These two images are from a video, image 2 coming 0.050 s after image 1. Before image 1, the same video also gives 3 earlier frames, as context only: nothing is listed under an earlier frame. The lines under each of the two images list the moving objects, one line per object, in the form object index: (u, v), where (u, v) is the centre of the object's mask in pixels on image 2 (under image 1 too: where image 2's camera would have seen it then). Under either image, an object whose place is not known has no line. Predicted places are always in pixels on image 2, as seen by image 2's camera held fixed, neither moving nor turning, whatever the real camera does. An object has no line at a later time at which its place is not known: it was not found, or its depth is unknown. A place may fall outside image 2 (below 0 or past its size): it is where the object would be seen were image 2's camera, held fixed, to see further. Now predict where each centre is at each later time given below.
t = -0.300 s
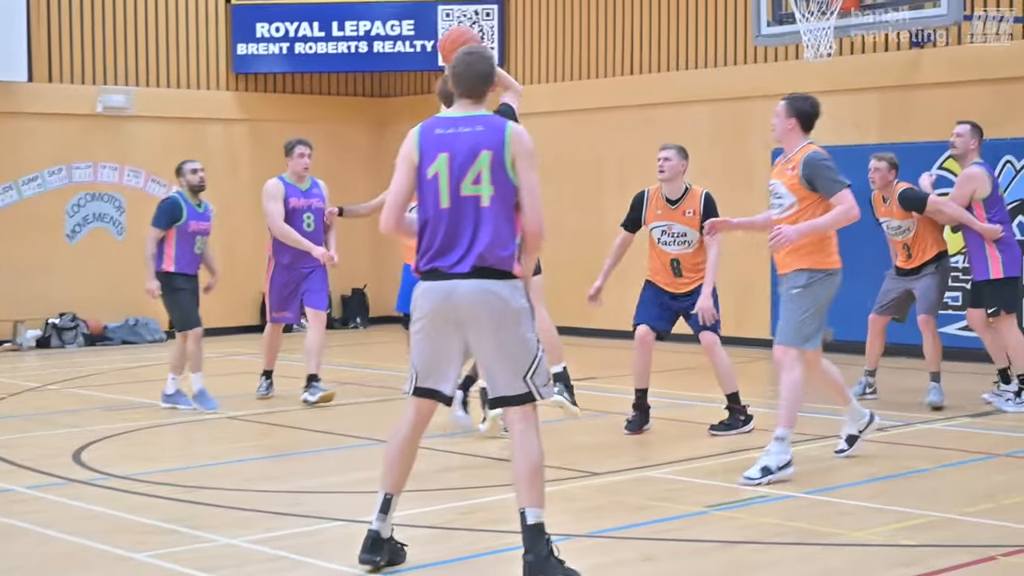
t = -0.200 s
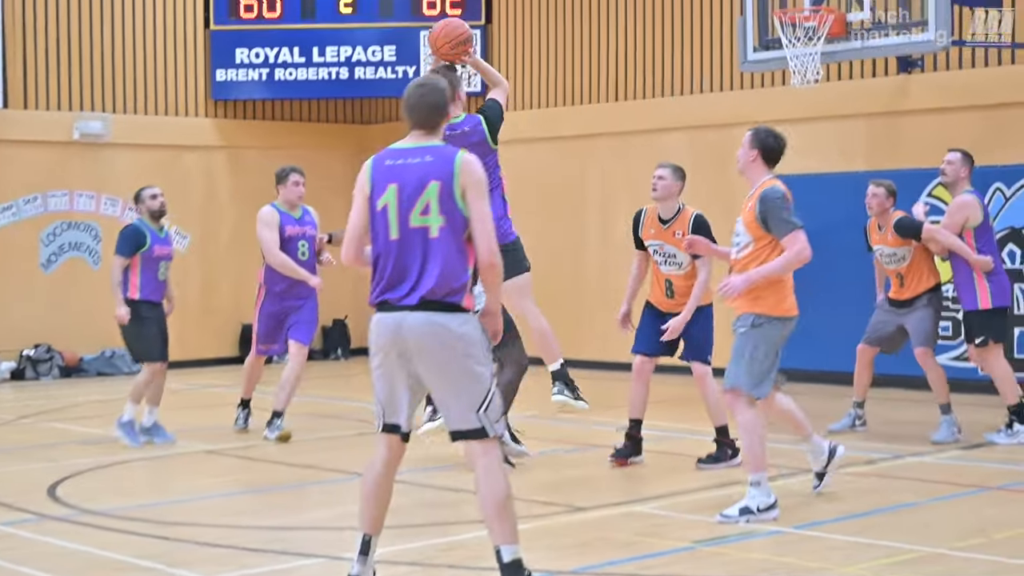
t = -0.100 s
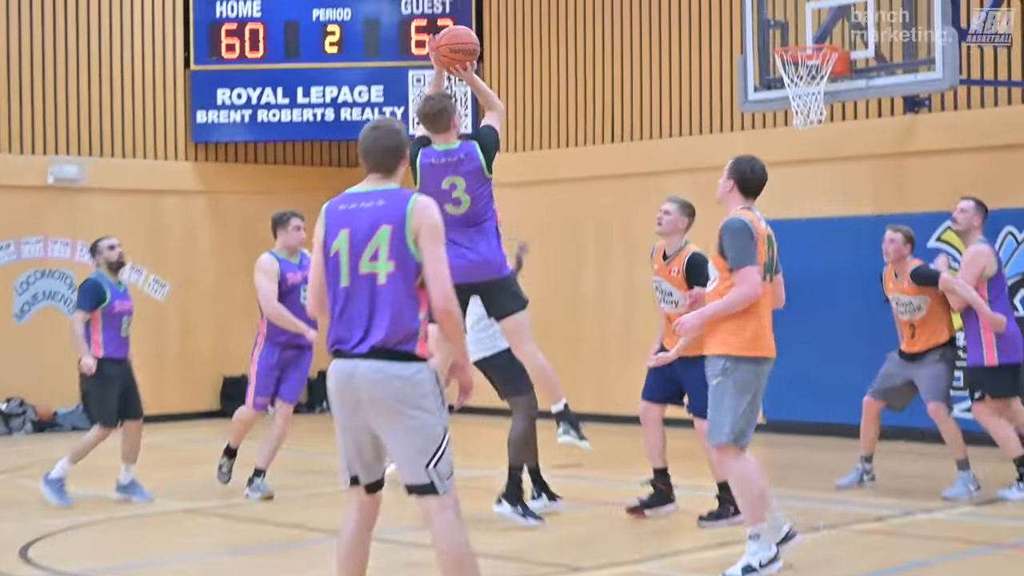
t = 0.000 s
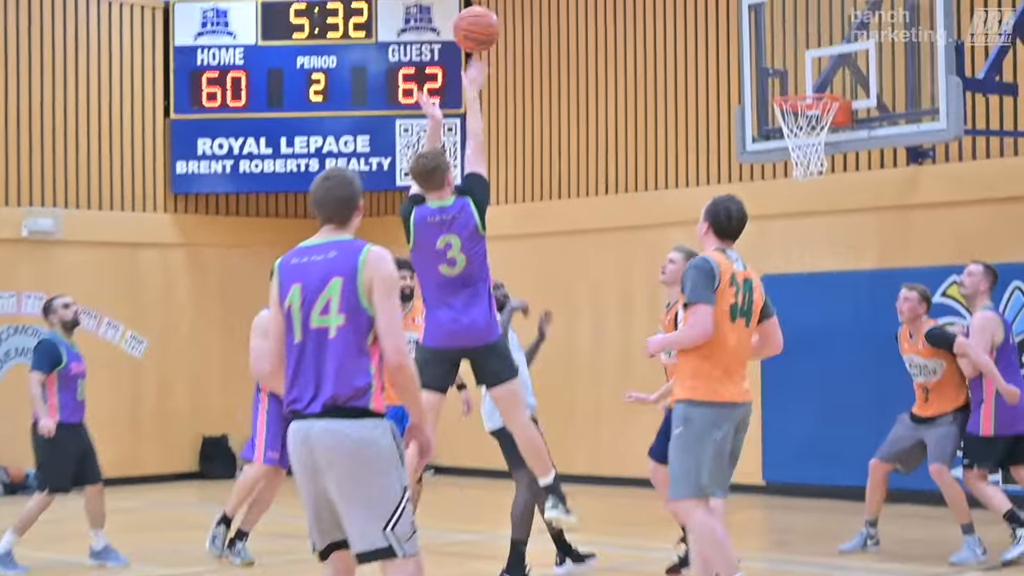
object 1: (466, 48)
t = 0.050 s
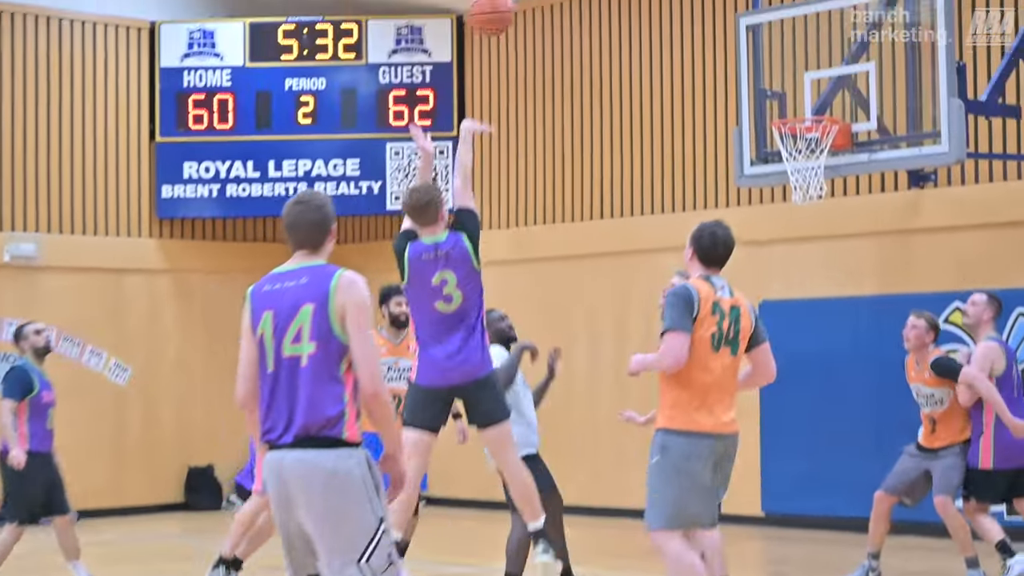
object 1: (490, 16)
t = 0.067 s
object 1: (498, 7)
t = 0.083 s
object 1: (506, -2)
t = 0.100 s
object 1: (514, -9)
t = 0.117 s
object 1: (521, -16)
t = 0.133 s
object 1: (527, -23)
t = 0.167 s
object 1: (542, -36)
